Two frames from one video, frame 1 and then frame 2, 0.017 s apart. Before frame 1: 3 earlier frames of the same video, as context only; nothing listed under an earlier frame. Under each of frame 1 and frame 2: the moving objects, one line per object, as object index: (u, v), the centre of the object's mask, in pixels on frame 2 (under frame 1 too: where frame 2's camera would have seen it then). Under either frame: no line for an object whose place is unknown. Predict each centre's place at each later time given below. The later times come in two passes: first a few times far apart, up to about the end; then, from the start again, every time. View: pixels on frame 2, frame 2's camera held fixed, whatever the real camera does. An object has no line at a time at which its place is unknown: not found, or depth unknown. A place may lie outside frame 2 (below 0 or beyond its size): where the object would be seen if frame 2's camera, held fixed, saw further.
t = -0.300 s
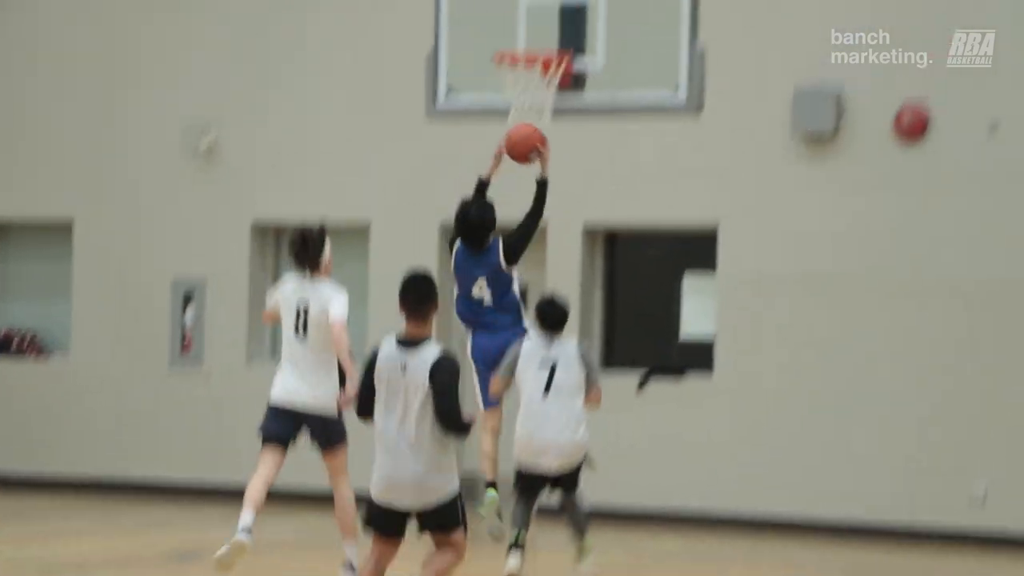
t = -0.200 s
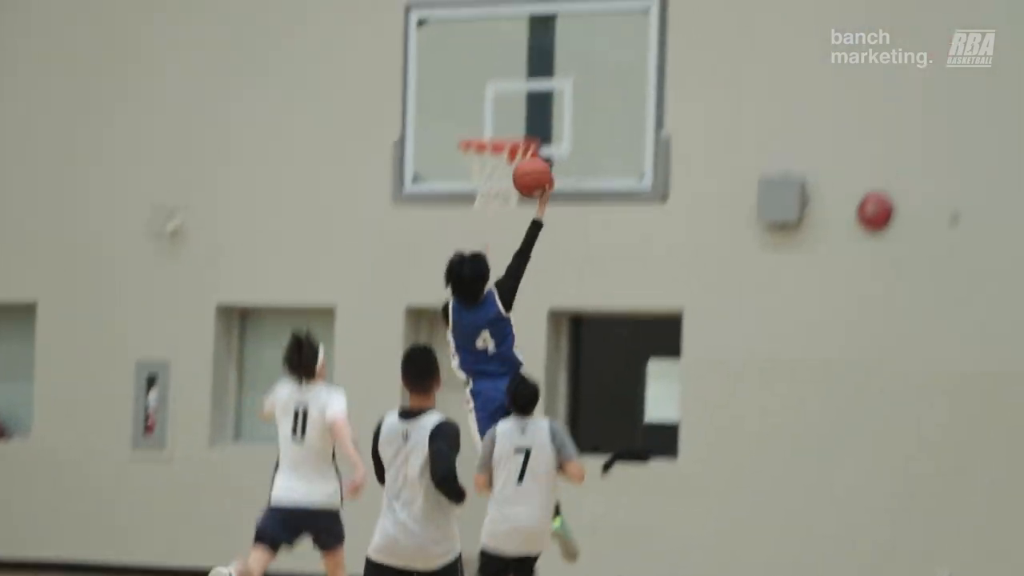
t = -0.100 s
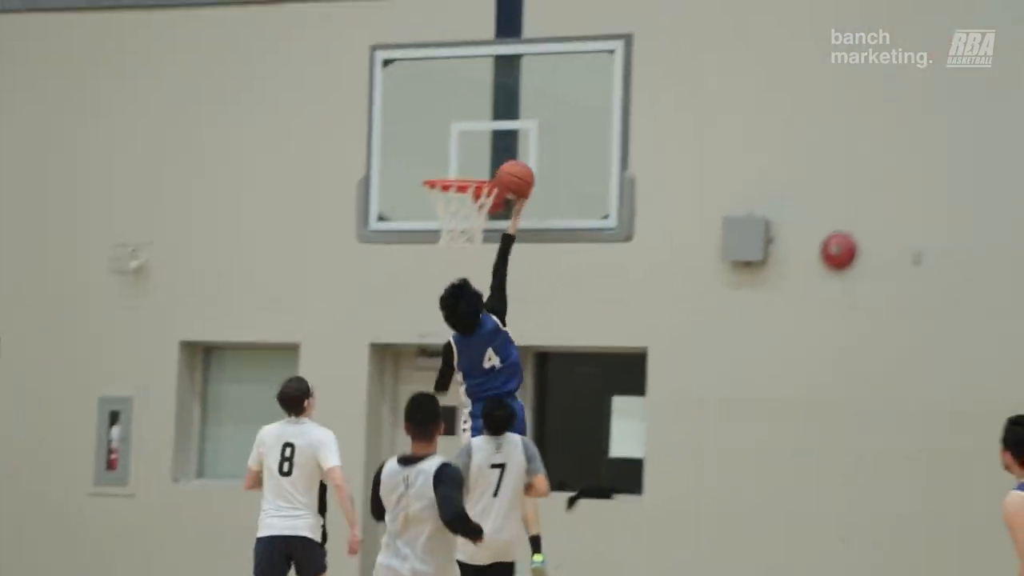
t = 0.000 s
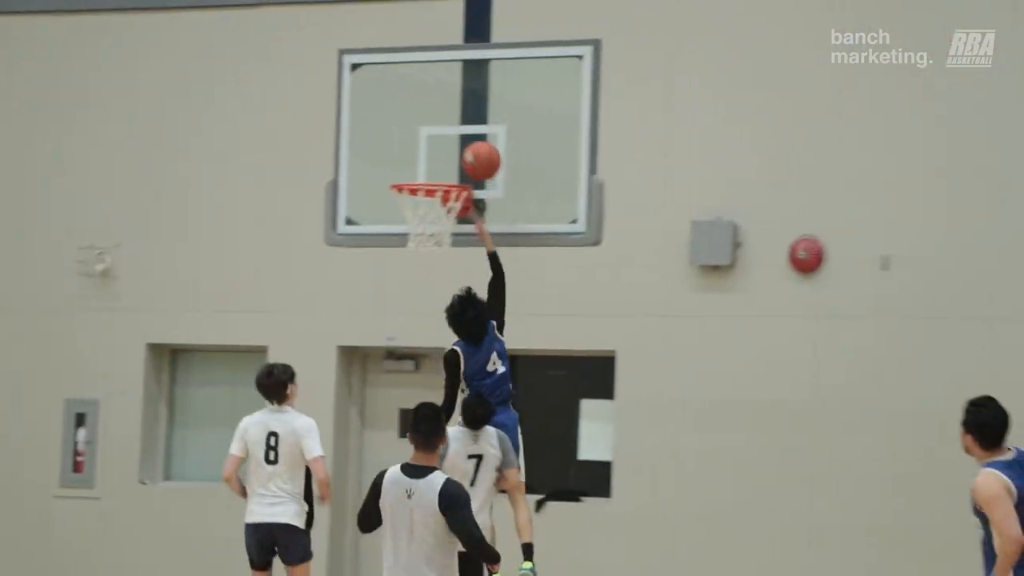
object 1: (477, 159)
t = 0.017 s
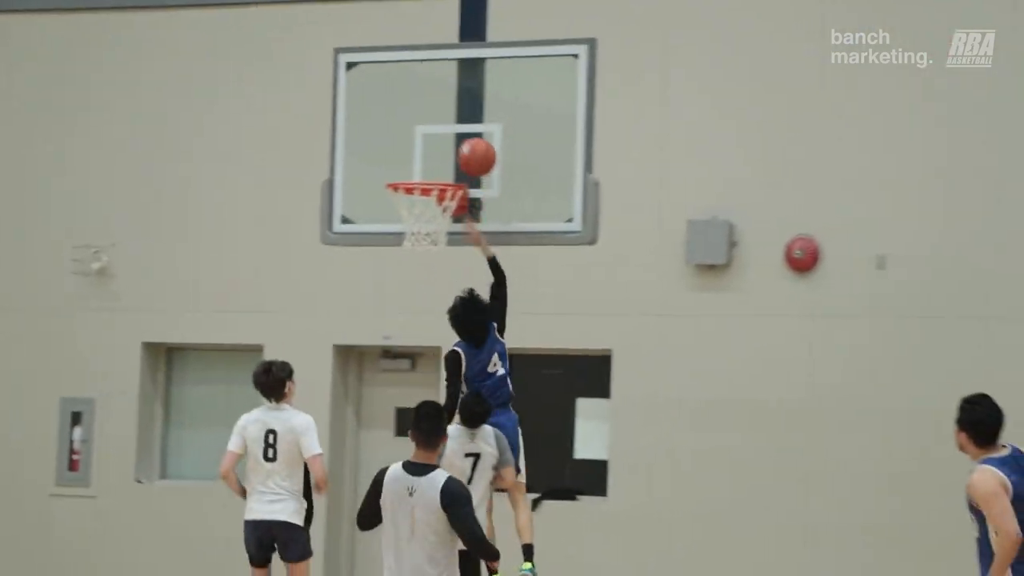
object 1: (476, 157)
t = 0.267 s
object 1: (444, 153)
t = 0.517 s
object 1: (423, 218)
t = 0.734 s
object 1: (434, 315)
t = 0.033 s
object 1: (475, 156)
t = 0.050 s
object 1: (475, 154)
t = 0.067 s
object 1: (474, 153)
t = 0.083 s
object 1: (473, 153)
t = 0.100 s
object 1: (473, 152)
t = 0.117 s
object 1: (472, 153)
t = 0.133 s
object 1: (470, 153)
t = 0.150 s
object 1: (467, 152)
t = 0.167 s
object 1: (464, 151)
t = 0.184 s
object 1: (461, 151)
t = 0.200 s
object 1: (457, 150)
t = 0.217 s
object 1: (454, 150)
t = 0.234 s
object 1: (451, 151)
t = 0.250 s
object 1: (448, 152)
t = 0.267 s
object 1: (444, 153)
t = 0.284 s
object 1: (441, 156)
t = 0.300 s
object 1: (437, 158)
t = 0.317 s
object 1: (434, 161)
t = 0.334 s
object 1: (431, 164)
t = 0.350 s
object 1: (428, 167)
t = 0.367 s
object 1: (424, 169)
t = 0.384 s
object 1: (420, 172)
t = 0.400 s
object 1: (417, 183)
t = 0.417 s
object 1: (417, 187)
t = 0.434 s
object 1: (418, 191)
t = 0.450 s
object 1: (419, 196)
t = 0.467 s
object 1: (419, 201)
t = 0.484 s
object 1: (422, 207)
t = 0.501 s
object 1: (422, 212)
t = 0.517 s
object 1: (423, 218)
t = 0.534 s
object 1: (424, 226)
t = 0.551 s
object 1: (426, 233)
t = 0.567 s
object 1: (426, 238)
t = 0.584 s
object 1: (428, 246)
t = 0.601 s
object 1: (429, 251)
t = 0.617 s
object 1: (429, 259)
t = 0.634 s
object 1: (430, 264)
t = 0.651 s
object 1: (431, 272)
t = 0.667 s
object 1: (432, 279)
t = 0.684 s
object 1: (433, 287)
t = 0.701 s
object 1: (433, 296)
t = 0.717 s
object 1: (433, 305)
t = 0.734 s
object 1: (434, 315)
